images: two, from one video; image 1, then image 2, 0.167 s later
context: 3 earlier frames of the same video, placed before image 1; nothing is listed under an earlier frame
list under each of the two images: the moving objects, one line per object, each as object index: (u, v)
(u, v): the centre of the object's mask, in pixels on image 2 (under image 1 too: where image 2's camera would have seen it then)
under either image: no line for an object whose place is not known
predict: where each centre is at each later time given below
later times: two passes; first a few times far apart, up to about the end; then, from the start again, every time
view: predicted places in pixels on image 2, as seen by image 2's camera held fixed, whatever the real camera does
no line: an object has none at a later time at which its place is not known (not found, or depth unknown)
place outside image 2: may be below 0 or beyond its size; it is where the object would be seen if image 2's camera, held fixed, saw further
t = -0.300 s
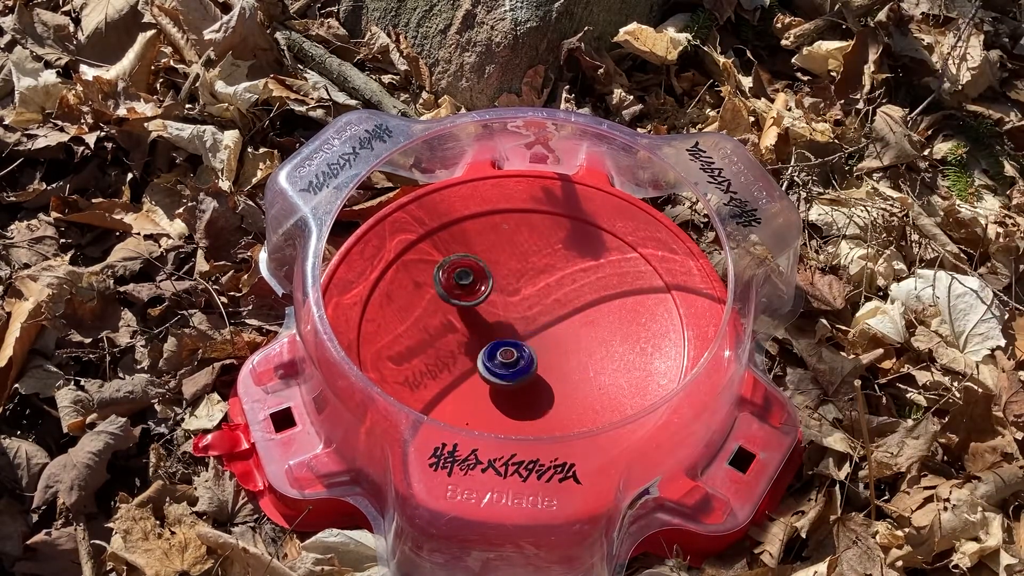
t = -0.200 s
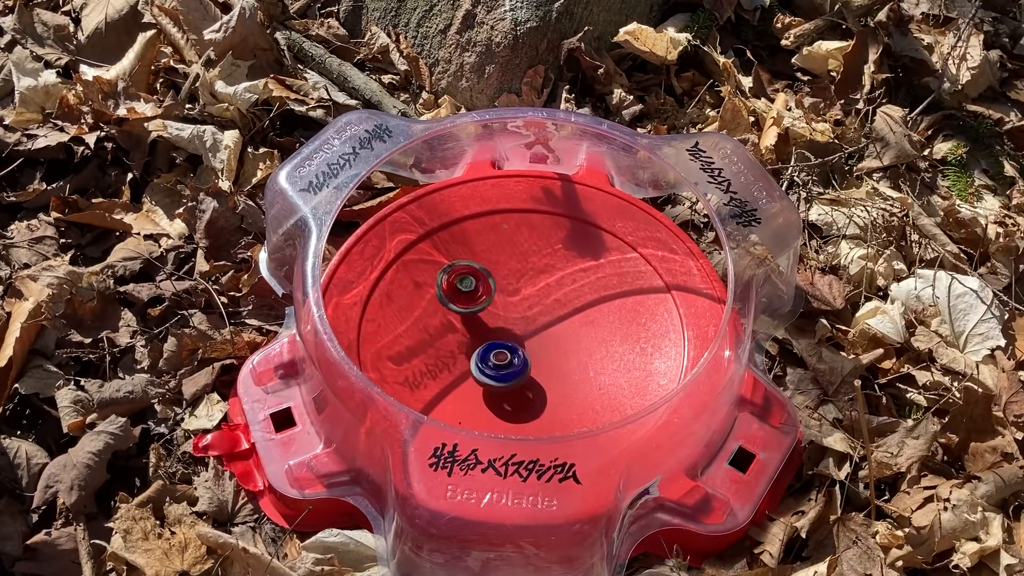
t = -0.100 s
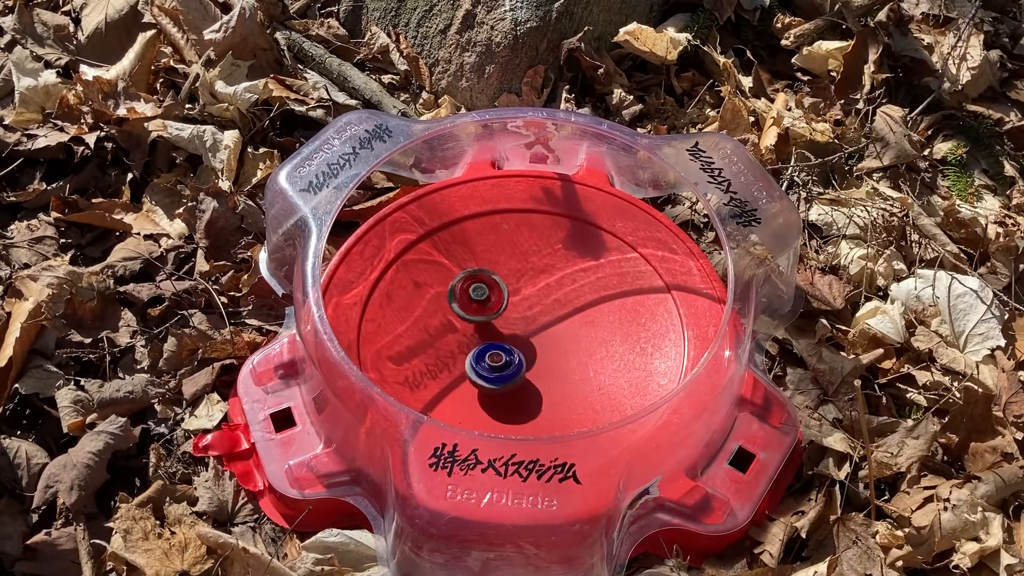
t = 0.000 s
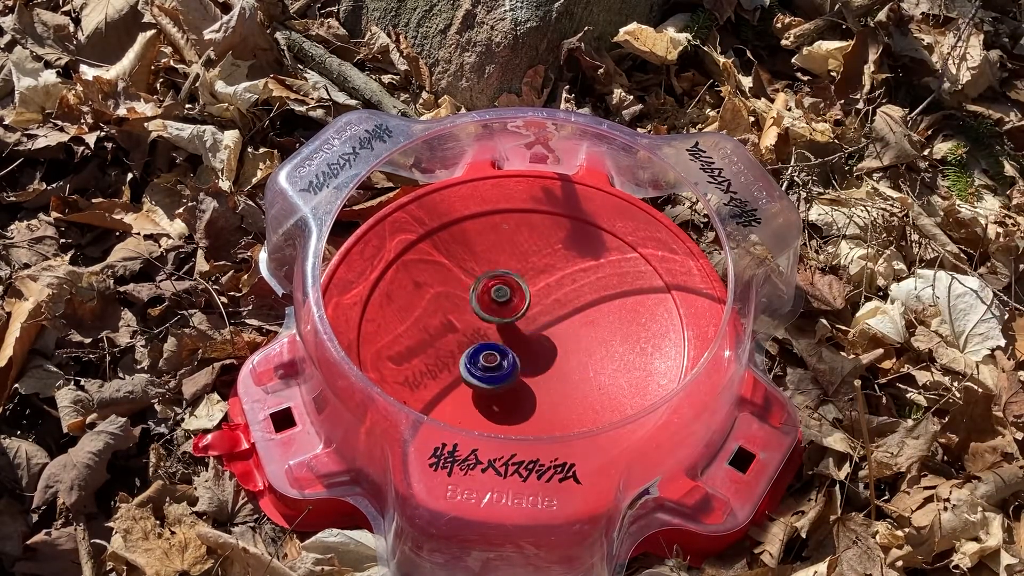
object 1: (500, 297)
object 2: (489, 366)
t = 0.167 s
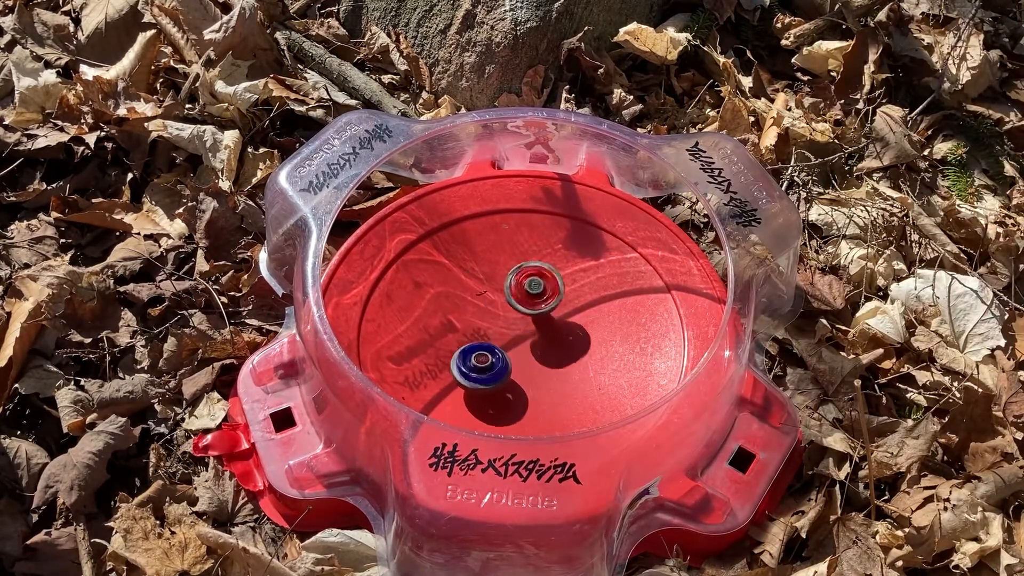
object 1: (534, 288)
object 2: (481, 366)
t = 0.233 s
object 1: (546, 282)
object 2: (479, 365)
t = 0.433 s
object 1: (554, 263)
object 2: (474, 363)
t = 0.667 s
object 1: (539, 297)
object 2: (477, 356)
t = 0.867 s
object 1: (556, 339)
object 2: (480, 347)
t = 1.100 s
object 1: (594, 361)
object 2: (488, 334)
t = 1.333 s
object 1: (594, 353)
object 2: (494, 325)
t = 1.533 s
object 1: (543, 355)
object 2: (502, 317)
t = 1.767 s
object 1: (509, 382)
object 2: (513, 311)
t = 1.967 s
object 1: (501, 380)
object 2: (521, 307)
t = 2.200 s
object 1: (482, 354)
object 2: (530, 305)
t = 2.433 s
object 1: (455, 332)
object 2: (536, 306)
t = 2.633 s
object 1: (446, 327)
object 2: (542, 310)
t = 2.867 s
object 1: (488, 315)
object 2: (546, 318)
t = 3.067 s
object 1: (497, 289)
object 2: (551, 331)
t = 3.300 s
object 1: (497, 287)
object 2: (553, 344)
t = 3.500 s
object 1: (518, 298)
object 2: (554, 355)
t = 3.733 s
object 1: (556, 304)
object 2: (552, 364)
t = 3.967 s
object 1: (564, 307)
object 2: (548, 370)
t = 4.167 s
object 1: (565, 315)
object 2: (541, 376)
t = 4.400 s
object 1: (552, 323)
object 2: (531, 373)
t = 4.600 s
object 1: (567, 296)
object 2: (491, 396)
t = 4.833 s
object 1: (534, 261)
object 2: (502, 389)
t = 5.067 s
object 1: (498, 295)
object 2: (514, 375)
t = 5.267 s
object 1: (502, 315)
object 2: (531, 374)
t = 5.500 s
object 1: (490, 305)
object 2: (554, 364)
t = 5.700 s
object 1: (479, 319)
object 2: (562, 344)
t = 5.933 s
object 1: (509, 333)
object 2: (572, 322)
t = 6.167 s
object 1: (527, 333)
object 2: (568, 302)
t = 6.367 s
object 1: (532, 328)
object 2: (562, 290)
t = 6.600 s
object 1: (528, 329)
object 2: (548, 286)
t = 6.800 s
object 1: (526, 334)
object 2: (539, 291)
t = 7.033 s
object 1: (526, 347)
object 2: (526, 301)
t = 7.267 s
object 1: (548, 361)
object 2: (518, 320)
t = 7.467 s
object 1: (587, 369)
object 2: (485, 308)
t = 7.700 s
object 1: (614, 356)
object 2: (458, 325)
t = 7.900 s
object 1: (590, 336)
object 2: (453, 345)
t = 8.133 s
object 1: (526, 331)
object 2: (458, 361)
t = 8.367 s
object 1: (518, 310)
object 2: (449, 387)
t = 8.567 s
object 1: (506, 294)
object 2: (464, 393)
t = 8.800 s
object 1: (502, 299)
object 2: (484, 388)
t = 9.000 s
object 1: (509, 309)
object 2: (499, 384)
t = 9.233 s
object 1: (535, 319)
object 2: (514, 380)
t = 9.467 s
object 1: (553, 307)
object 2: (529, 375)
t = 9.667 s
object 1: (545, 307)
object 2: (541, 368)
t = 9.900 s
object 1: (534, 290)
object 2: (555, 374)
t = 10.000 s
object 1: (523, 290)
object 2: (560, 370)
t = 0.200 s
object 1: (541, 286)
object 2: (480, 366)
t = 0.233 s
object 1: (546, 282)
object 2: (479, 365)
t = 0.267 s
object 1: (550, 279)
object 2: (478, 365)
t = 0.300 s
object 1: (554, 275)
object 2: (477, 365)
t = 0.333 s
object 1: (556, 271)
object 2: (476, 365)
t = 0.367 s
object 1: (556, 267)
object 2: (475, 364)
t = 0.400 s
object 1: (555, 265)
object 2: (475, 364)
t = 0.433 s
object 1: (554, 263)
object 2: (474, 363)
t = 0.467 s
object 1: (552, 264)
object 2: (474, 362)
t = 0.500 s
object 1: (549, 266)
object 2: (474, 362)
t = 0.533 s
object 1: (546, 270)
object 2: (475, 361)
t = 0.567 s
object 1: (543, 276)
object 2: (475, 360)
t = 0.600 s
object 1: (541, 282)
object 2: (476, 358)
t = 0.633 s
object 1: (539, 290)
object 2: (477, 357)
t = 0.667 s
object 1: (539, 297)
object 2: (477, 356)
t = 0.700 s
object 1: (540, 304)
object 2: (478, 355)
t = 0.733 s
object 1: (542, 311)
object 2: (478, 353)
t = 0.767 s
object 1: (544, 319)
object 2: (479, 351)
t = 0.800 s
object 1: (547, 327)
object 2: (479, 350)
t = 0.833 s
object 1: (550, 334)
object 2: (480, 348)
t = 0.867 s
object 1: (556, 339)
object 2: (480, 347)
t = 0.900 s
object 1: (562, 344)
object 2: (482, 345)
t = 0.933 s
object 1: (568, 348)
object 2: (483, 344)
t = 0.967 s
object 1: (574, 352)
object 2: (484, 342)
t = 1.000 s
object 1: (580, 355)
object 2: (485, 339)
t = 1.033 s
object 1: (585, 357)
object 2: (486, 338)
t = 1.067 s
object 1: (590, 359)
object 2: (487, 336)
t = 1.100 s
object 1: (594, 361)
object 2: (488, 334)
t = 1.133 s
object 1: (598, 361)
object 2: (488, 333)
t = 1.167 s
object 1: (601, 361)
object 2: (489, 331)
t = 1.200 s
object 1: (603, 361)
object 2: (490, 330)
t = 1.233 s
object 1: (604, 359)
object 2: (491, 328)
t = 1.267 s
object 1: (603, 358)
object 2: (492, 327)
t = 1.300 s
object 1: (600, 355)
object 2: (493, 326)
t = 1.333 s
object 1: (594, 353)
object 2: (494, 325)
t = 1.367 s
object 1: (586, 351)
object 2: (496, 324)
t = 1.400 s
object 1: (578, 350)
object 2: (497, 322)
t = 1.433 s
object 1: (569, 350)
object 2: (498, 321)
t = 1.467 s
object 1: (560, 351)
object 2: (499, 319)
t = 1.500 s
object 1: (551, 353)
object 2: (501, 318)
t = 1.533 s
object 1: (543, 355)
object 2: (502, 317)
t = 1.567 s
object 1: (536, 358)
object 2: (503, 316)
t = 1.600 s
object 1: (529, 361)
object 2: (505, 315)
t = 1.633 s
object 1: (524, 366)
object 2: (507, 314)
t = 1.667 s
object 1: (519, 370)
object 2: (508, 313)
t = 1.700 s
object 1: (515, 375)
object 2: (510, 313)
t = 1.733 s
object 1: (511, 379)
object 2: (512, 312)
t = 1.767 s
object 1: (509, 382)
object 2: (513, 311)
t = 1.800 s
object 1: (507, 384)
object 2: (515, 311)
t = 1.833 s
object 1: (505, 385)
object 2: (516, 310)
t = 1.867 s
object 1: (504, 385)
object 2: (517, 309)
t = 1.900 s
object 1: (503, 384)
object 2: (518, 308)
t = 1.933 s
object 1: (502, 382)
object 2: (520, 308)
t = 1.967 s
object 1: (501, 380)
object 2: (521, 307)
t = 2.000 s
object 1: (501, 377)
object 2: (522, 307)
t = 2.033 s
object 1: (499, 373)
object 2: (524, 306)
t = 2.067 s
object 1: (497, 369)
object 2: (525, 306)
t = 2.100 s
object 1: (494, 365)
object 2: (526, 306)
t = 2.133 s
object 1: (490, 361)
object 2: (527, 305)
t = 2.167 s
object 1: (486, 357)
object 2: (529, 305)
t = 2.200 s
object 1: (482, 354)
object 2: (530, 305)
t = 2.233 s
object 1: (477, 350)
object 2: (531, 305)
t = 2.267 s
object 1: (473, 346)
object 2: (532, 305)
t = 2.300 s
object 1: (469, 343)
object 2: (533, 305)
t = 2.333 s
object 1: (465, 339)
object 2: (534, 305)
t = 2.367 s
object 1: (462, 336)
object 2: (535, 305)
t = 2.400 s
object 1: (458, 334)
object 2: (536, 305)
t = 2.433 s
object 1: (455, 332)
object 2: (536, 306)
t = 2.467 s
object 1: (452, 330)
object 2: (538, 306)
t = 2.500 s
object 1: (449, 328)
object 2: (538, 307)
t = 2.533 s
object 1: (446, 327)
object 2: (539, 307)
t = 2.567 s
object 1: (445, 327)
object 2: (540, 308)
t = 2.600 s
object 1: (444, 327)
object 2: (540, 309)
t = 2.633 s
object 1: (446, 327)
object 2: (542, 310)
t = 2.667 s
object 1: (450, 328)
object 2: (542, 311)
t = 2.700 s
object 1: (455, 328)
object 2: (542, 312)
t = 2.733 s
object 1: (462, 327)
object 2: (543, 313)
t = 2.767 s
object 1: (469, 325)
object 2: (544, 314)
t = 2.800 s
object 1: (475, 322)
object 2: (545, 315)
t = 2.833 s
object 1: (482, 318)
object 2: (545, 316)
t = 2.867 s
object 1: (488, 315)
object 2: (546, 318)
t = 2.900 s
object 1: (493, 310)
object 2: (547, 321)
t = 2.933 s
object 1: (495, 305)
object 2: (550, 321)
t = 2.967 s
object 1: (497, 301)
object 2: (551, 324)
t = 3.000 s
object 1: (498, 297)
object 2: (551, 326)
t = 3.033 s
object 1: (498, 293)
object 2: (551, 329)
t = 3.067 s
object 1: (497, 289)
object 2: (551, 331)
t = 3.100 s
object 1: (497, 287)
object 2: (552, 334)
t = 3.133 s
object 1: (497, 286)
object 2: (552, 336)
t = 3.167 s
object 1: (497, 285)
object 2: (553, 337)
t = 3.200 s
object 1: (497, 285)
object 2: (553, 339)
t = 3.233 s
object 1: (497, 286)
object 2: (553, 341)
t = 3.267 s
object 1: (497, 286)
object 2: (553, 343)
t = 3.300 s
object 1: (497, 287)
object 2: (553, 344)
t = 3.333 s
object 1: (499, 288)
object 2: (553, 345)
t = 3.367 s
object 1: (501, 289)
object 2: (553, 348)
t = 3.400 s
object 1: (504, 291)
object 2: (553, 350)
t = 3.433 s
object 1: (508, 293)
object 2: (553, 351)
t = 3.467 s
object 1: (513, 296)
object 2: (554, 354)
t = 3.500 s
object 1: (518, 298)
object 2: (554, 355)
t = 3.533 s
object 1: (524, 300)
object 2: (553, 357)
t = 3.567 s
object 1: (530, 301)
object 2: (554, 358)
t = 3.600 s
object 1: (535, 302)
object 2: (554, 359)
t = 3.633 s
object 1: (541, 303)
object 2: (553, 360)
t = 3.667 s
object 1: (546, 304)
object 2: (553, 360)
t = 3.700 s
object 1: (551, 304)
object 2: (552, 363)
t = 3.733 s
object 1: (556, 304)
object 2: (552, 364)
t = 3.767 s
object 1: (559, 304)
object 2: (552, 365)
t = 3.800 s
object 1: (561, 304)
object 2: (551, 365)
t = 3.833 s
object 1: (562, 304)
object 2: (551, 366)
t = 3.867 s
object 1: (563, 305)
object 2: (550, 367)
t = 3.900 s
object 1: (564, 305)
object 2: (550, 368)
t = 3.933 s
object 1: (563, 306)
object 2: (549, 369)
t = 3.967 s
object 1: (564, 307)
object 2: (548, 370)
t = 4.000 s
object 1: (563, 310)
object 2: (547, 370)
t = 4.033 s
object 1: (563, 313)
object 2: (546, 371)
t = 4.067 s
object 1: (562, 317)
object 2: (545, 371)
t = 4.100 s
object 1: (563, 317)
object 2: (544, 372)
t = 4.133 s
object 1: (565, 317)
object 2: (542, 375)
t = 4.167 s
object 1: (565, 315)
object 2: (541, 376)
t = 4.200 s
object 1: (565, 314)
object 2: (540, 376)
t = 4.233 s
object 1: (564, 313)
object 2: (539, 375)
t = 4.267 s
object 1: (563, 314)
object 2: (538, 375)
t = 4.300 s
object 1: (561, 315)
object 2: (537, 374)
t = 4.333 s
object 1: (559, 317)
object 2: (535, 374)
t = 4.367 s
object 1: (555, 320)
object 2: (533, 373)
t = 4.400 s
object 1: (552, 323)
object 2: (531, 373)
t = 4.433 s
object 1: (550, 327)
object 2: (530, 372)
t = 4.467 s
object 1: (549, 328)
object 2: (528, 373)
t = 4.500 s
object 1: (556, 319)
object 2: (519, 379)
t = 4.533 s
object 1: (563, 311)
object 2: (507, 387)
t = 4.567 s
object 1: (567, 304)
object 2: (497, 393)
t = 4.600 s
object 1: (567, 296)
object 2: (491, 396)
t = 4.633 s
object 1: (565, 289)
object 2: (491, 396)
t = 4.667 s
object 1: (563, 281)
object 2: (493, 396)
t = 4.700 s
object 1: (559, 275)
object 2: (495, 395)
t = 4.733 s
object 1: (554, 270)
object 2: (497, 394)
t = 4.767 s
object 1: (548, 265)
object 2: (499, 392)
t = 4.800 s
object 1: (541, 262)
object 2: (500, 391)
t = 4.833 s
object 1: (534, 261)
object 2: (502, 389)
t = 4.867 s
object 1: (526, 262)
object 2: (504, 387)
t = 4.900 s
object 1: (519, 264)
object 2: (506, 385)
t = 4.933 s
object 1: (512, 268)
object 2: (508, 383)
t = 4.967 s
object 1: (507, 274)
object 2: (510, 381)
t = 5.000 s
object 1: (503, 280)
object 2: (511, 379)
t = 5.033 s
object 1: (499, 287)
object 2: (513, 376)
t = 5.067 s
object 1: (498, 295)
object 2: (514, 375)
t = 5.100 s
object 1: (497, 303)
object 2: (515, 372)
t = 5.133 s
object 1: (498, 311)
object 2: (517, 371)
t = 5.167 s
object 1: (499, 316)
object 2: (519, 370)
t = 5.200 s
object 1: (498, 314)
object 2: (524, 373)
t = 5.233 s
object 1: (499, 314)
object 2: (528, 375)
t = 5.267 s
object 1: (502, 315)
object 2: (531, 374)
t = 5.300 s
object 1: (503, 316)
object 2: (533, 372)
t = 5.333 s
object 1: (504, 318)
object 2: (535, 369)
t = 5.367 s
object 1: (504, 317)
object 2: (539, 368)
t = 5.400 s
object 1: (499, 310)
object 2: (545, 370)
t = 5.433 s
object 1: (497, 306)
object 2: (548, 370)
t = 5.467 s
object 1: (494, 305)
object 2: (551, 368)
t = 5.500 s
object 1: (490, 305)
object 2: (554, 364)
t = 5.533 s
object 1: (486, 305)
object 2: (556, 361)
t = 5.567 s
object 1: (482, 306)
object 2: (557, 358)
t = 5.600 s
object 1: (480, 308)
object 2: (559, 355)
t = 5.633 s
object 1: (478, 312)
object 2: (560, 351)
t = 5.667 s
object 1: (477, 316)
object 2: (561, 348)
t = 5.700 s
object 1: (479, 319)
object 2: (562, 344)
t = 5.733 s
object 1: (482, 323)
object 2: (563, 342)
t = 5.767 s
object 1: (487, 326)
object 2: (563, 339)
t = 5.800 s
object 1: (494, 329)
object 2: (563, 336)
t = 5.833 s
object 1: (501, 331)
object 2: (563, 333)
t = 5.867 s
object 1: (508, 332)
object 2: (564, 330)
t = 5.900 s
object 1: (509, 333)
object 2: (569, 326)
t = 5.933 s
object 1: (509, 333)
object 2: (572, 322)
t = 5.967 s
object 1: (510, 334)
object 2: (573, 318)
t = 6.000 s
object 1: (512, 334)
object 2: (572, 315)
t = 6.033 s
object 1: (515, 335)
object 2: (571, 312)
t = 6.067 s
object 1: (518, 335)
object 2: (570, 309)
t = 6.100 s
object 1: (522, 335)
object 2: (570, 307)
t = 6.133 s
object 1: (525, 334)
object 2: (569, 304)
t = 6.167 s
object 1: (527, 333)
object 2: (568, 302)
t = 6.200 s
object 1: (530, 331)
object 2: (568, 299)
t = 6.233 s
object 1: (532, 330)
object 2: (567, 298)
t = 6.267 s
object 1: (532, 329)
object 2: (567, 295)
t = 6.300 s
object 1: (532, 329)
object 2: (565, 293)
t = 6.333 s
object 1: (532, 328)
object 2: (563, 292)
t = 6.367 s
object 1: (532, 328)
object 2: (562, 290)
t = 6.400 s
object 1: (532, 328)
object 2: (560, 289)
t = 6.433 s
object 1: (531, 328)
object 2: (558, 287)
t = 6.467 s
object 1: (531, 328)
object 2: (556, 287)
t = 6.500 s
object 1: (530, 328)
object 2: (554, 287)
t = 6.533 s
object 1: (529, 328)
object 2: (552, 286)
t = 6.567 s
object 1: (529, 329)
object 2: (550, 287)
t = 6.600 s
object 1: (528, 329)
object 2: (548, 286)
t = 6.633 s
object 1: (527, 330)
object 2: (547, 287)
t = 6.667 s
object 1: (527, 330)
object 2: (545, 288)
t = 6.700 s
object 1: (527, 331)
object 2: (543, 288)
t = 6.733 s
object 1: (526, 332)
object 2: (541, 289)
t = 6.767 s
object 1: (526, 333)
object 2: (540, 290)
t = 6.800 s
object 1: (526, 334)
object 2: (539, 291)
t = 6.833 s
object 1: (526, 335)
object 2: (537, 293)
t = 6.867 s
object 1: (527, 336)
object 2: (536, 294)
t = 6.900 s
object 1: (527, 337)
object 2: (534, 296)
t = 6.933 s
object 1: (528, 338)
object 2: (533, 297)
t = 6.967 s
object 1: (528, 338)
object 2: (531, 298)
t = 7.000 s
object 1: (527, 343)
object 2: (529, 299)
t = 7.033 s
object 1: (526, 347)
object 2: (526, 301)
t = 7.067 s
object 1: (528, 351)
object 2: (524, 303)
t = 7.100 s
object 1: (530, 355)
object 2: (523, 306)
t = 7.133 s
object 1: (533, 357)
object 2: (522, 310)
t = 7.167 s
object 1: (537, 360)
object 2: (521, 312)
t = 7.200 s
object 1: (540, 361)
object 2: (520, 314)
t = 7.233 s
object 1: (544, 362)
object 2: (519, 317)
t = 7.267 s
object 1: (548, 361)
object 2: (518, 320)
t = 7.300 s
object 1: (551, 359)
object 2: (516, 322)
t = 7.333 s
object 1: (554, 357)
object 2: (515, 325)
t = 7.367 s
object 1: (555, 353)
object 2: (513, 326)
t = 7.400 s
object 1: (562, 352)
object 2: (509, 324)
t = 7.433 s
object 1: (576, 364)
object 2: (496, 315)
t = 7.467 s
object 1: (587, 369)
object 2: (485, 308)
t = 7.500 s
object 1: (595, 372)
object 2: (476, 306)
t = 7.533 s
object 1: (601, 370)
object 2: (470, 307)
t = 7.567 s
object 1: (607, 368)
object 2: (467, 311)
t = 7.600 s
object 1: (611, 366)
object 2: (463, 314)
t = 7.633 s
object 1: (613, 363)
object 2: (461, 318)
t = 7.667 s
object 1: (614, 359)
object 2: (459, 321)
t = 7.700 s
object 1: (614, 356)
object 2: (458, 325)
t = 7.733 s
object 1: (613, 352)
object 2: (456, 328)
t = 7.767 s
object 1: (611, 349)
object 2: (455, 332)
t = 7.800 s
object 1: (608, 345)
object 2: (453, 336)
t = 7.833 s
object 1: (603, 342)
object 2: (452, 340)
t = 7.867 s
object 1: (597, 339)
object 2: (453, 343)
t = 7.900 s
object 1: (590, 336)
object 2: (453, 345)
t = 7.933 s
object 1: (582, 334)
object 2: (453, 348)
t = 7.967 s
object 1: (574, 332)
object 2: (454, 351)
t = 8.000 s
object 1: (565, 330)
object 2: (454, 353)
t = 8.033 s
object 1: (555, 329)
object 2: (455, 355)
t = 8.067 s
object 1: (545, 329)
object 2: (456, 357)
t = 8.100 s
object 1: (535, 330)
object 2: (456, 359)
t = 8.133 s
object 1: (526, 331)
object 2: (458, 361)
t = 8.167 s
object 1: (516, 332)
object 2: (459, 362)
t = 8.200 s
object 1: (507, 333)
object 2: (460, 364)
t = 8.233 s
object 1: (502, 332)
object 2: (458, 368)
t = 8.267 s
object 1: (510, 325)
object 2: (449, 376)
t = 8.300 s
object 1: (516, 318)
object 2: (446, 381)
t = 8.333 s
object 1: (518, 314)
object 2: (447, 385)
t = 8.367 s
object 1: (518, 310)
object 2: (449, 387)
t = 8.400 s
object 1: (516, 306)
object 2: (452, 388)
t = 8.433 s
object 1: (514, 302)
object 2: (455, 389)
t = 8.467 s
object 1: (512, 299)
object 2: (457, 391)
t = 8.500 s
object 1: (509, 297)
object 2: (459, 391)
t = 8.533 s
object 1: (508, 295)
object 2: (462, 392)
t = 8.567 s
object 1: (506, 294)
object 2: (464, 393)
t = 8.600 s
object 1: (504, 294)
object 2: (467, 392)
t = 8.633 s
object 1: (503, 294)
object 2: (471, 392)
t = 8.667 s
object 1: (502, 294)
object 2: (473, 392)
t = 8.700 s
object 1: (502, 295)
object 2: (476, 391)
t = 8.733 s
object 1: (501, 296)
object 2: (479, 390)
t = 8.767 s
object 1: (501, 298)
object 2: (482, 389)
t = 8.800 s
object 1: (502, 299)
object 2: (484, 388)
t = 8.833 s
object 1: (503, 301)
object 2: (487, 388)
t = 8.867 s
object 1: (504, 302)
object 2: (489, 387)
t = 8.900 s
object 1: (504, 303)
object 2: (491, 386)
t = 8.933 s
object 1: (506, 305)
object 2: (494, 386)
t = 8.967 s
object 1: (507, 307)
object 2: (496, 385)
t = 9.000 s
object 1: (509, 309)
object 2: (499, 384)
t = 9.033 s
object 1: (511, 311)
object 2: (502, 383)
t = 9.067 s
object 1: (514, 314)
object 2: (504, 381)
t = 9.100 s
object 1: (517, 316)
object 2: (507, 380)
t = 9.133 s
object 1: (521, 319)
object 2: (509, 378)
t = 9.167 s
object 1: (524, 322)
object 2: (512, 376)
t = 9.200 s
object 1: (528, 323)
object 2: (513, 376)
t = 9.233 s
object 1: (535, 319)
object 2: (514, 380)
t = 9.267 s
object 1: (540, 316)
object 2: (516, 381)
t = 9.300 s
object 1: (545, 314)
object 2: (518, 380)
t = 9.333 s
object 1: (548, 312)
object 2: (520, 379)
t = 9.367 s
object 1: (549, 311)
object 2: (522, 379)
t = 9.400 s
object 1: (551, 310)
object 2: (525, 378)
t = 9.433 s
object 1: (552, 308)
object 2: (527, 376)
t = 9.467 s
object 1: (553, 307)
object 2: (529, 375)
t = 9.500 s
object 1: (553, 305)
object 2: (531, 374)
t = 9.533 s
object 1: (553, 304)
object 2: (533, 373)
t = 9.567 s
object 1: (552, 303)
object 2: (535, 371)
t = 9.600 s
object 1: (550, 303)
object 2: (537, 371)
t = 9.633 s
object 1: (548, 304)
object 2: (539, 369)
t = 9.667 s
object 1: (545, 307)
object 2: (541, 368)
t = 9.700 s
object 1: (543, 310)
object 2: (542, 366)
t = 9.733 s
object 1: (542, 305)
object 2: (544, 370)
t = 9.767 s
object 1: (542, 299)
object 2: (545, 376)
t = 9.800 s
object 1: (543, 295)
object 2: (548, 378)
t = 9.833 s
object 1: (541, 292)
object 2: (550, 377)
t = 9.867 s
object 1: (538, 291)
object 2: (553, 376)
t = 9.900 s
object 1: (534, 290)
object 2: (555, 374)
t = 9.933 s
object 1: (530, 289)
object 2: (557, 373)
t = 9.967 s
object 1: (526, 289)
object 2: (558, 371)
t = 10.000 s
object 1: (523, 290)
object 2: (560, 370)
